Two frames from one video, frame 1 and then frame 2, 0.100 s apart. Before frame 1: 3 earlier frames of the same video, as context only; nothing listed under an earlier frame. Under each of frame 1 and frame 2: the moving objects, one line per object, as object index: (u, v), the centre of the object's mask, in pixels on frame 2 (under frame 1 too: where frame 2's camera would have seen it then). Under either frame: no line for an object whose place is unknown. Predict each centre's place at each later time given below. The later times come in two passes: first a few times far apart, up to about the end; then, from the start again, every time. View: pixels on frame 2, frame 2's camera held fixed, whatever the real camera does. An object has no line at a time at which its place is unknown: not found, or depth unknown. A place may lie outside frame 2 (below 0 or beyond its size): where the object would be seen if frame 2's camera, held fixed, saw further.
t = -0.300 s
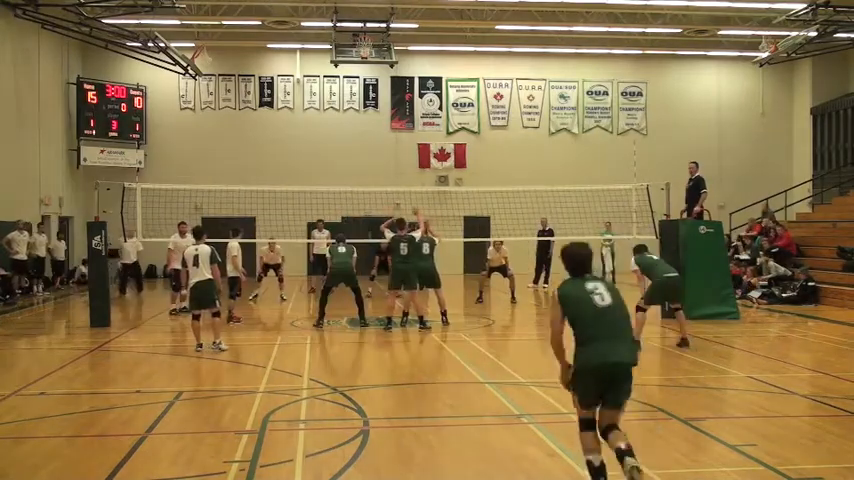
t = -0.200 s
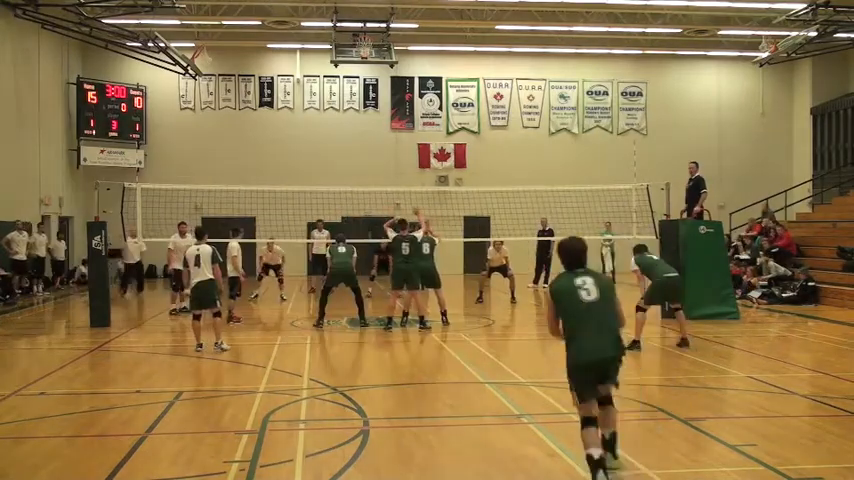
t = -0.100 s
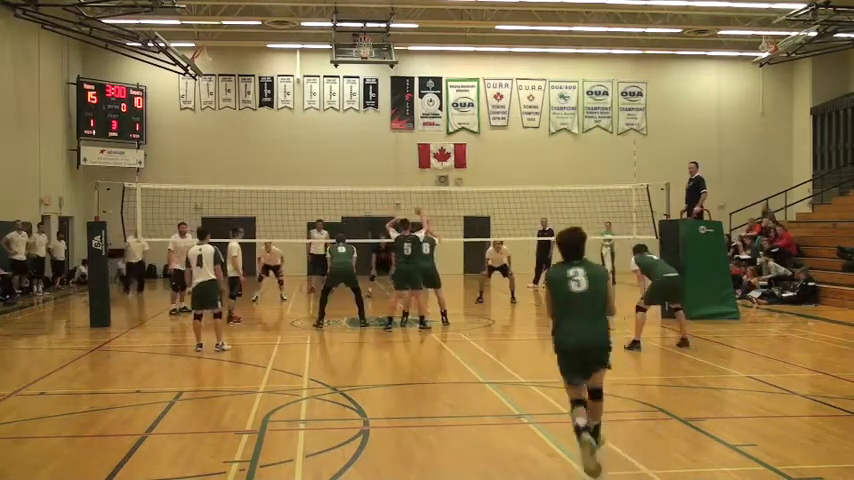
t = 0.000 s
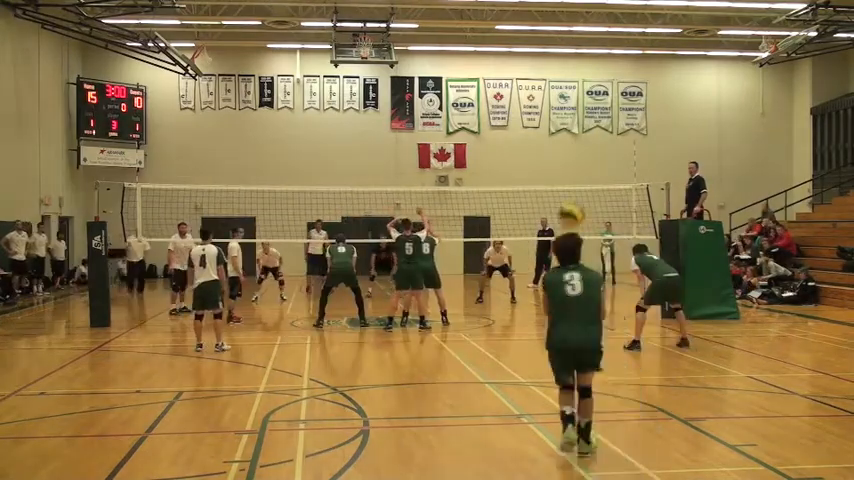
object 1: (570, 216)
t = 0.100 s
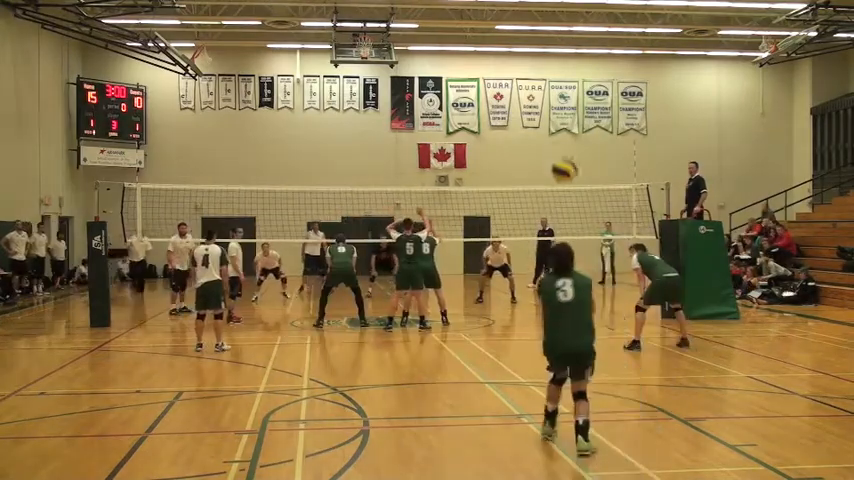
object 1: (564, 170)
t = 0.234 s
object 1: (555, 134)
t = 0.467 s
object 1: (543, 122)
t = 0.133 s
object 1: (562, 158)
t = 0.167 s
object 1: (560, 148)
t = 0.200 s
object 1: (557, 140)
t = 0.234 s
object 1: (555, 134)
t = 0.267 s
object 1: (553, 129)
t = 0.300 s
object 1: (551, 124)
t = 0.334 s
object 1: (549, 122)
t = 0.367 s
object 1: (547, 120)
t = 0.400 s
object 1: (546, 120)
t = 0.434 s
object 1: (544, 121)
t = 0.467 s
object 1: (543, 122)
